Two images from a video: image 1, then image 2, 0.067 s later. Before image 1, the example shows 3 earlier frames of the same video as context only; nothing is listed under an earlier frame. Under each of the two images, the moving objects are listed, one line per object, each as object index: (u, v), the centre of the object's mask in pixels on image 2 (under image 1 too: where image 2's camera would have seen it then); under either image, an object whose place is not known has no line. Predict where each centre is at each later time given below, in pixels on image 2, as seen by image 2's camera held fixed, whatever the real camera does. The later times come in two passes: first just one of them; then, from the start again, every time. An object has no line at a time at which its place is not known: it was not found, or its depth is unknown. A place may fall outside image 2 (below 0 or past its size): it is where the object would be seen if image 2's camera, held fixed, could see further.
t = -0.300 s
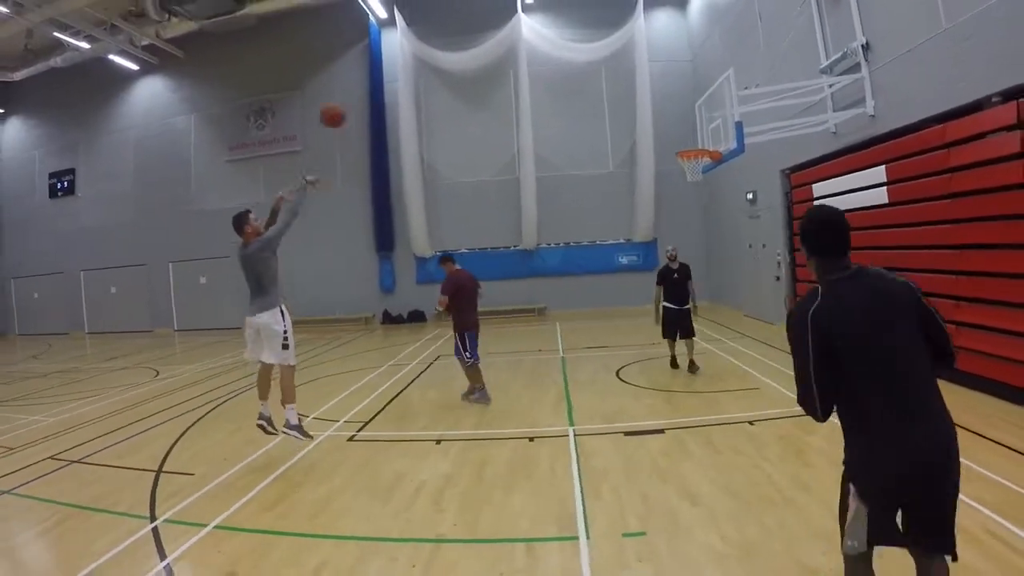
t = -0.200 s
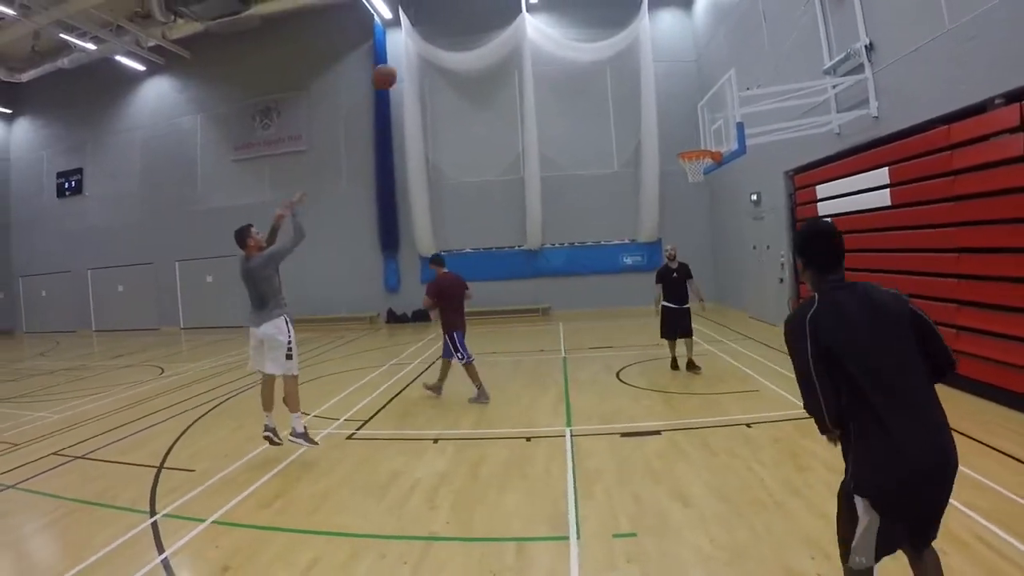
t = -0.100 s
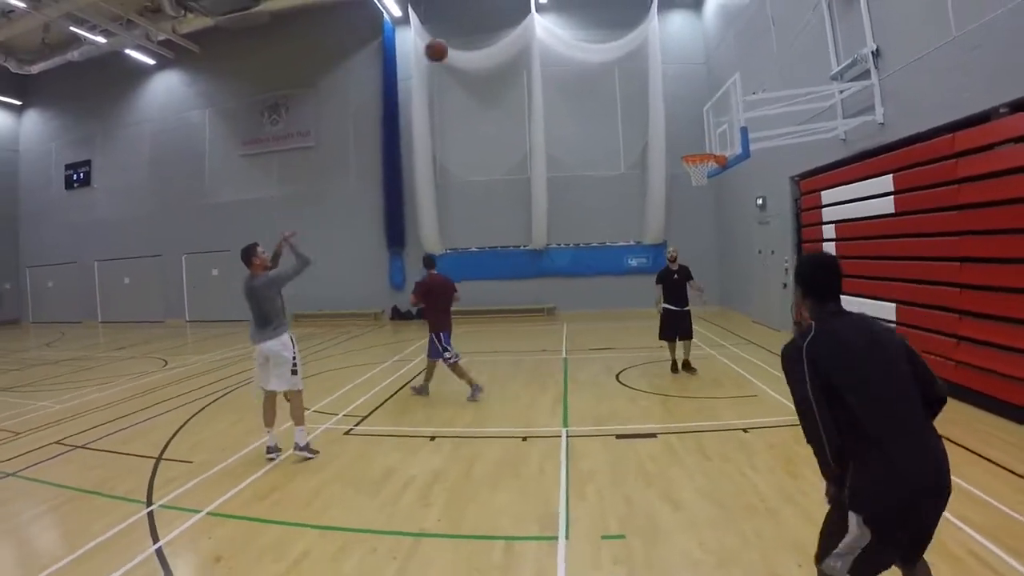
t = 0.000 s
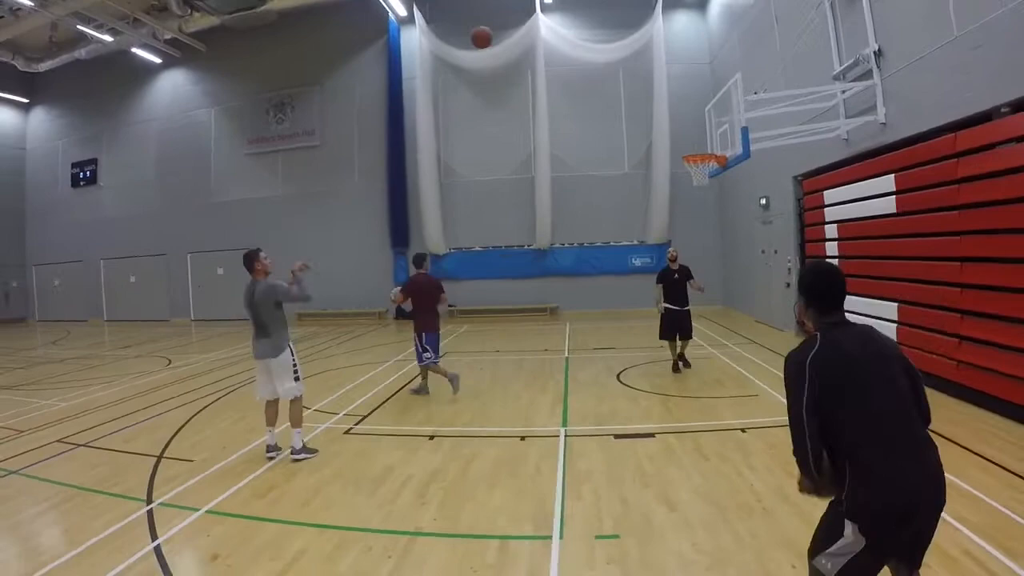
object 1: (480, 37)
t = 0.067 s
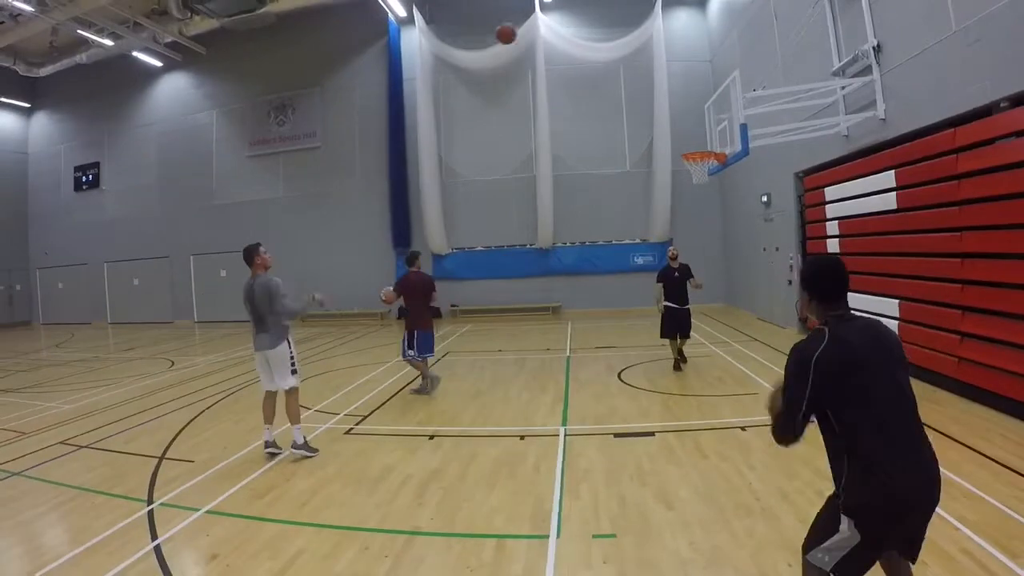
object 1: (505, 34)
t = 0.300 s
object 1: (586, 49)
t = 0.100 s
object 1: (518, 34)
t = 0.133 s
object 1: (530, 34)
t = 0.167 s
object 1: (541, 35)
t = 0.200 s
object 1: (552, 37)
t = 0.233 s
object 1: (564, 40)
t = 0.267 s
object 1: (575, 44)
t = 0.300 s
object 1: (586, 49)
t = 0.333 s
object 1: (595, 54)
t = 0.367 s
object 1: (606, 60)
